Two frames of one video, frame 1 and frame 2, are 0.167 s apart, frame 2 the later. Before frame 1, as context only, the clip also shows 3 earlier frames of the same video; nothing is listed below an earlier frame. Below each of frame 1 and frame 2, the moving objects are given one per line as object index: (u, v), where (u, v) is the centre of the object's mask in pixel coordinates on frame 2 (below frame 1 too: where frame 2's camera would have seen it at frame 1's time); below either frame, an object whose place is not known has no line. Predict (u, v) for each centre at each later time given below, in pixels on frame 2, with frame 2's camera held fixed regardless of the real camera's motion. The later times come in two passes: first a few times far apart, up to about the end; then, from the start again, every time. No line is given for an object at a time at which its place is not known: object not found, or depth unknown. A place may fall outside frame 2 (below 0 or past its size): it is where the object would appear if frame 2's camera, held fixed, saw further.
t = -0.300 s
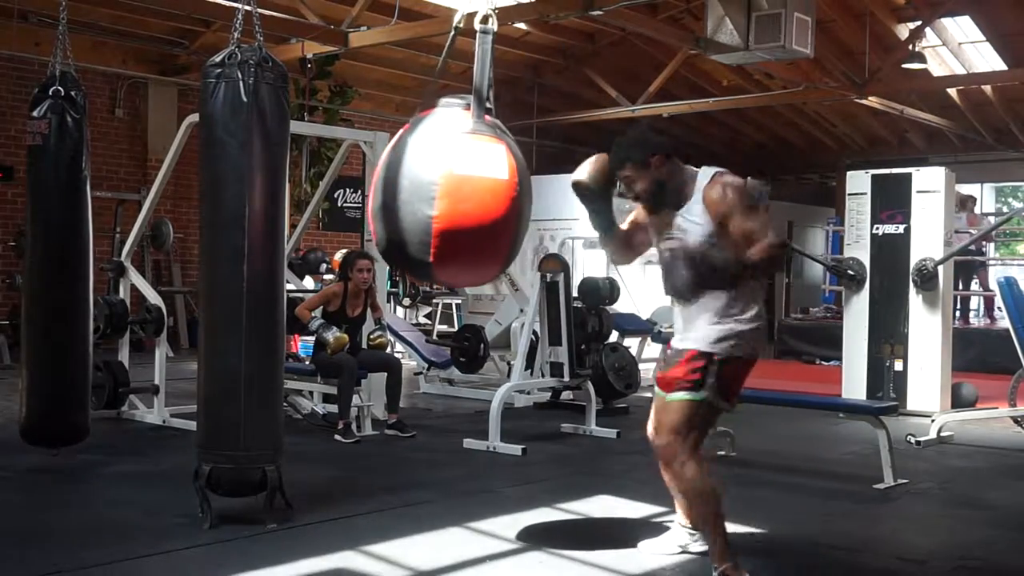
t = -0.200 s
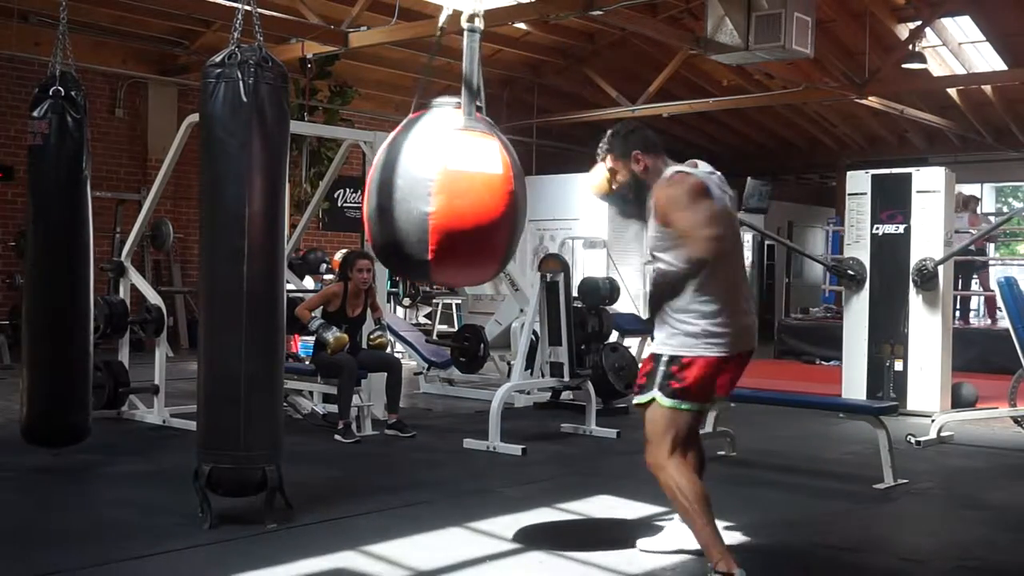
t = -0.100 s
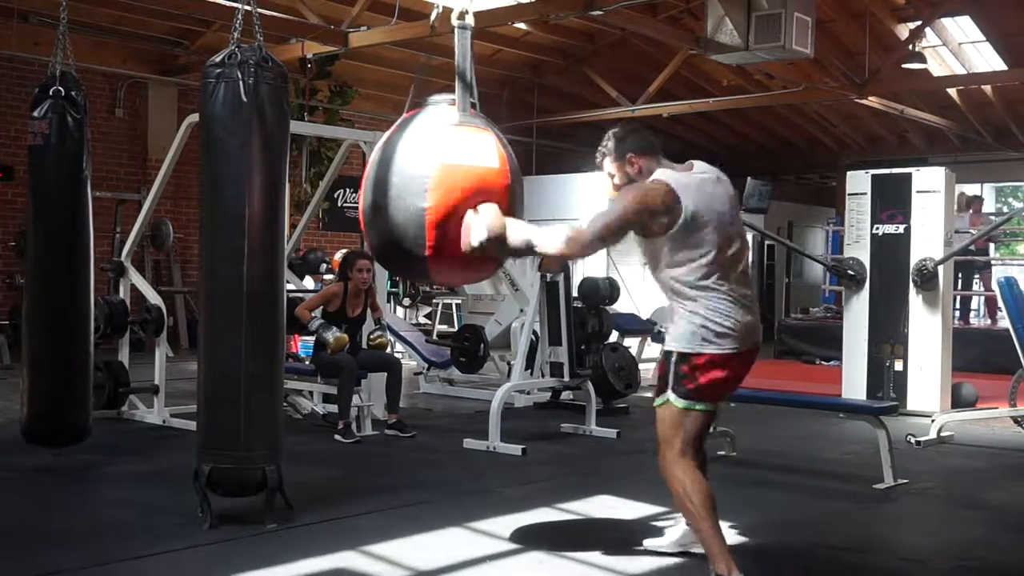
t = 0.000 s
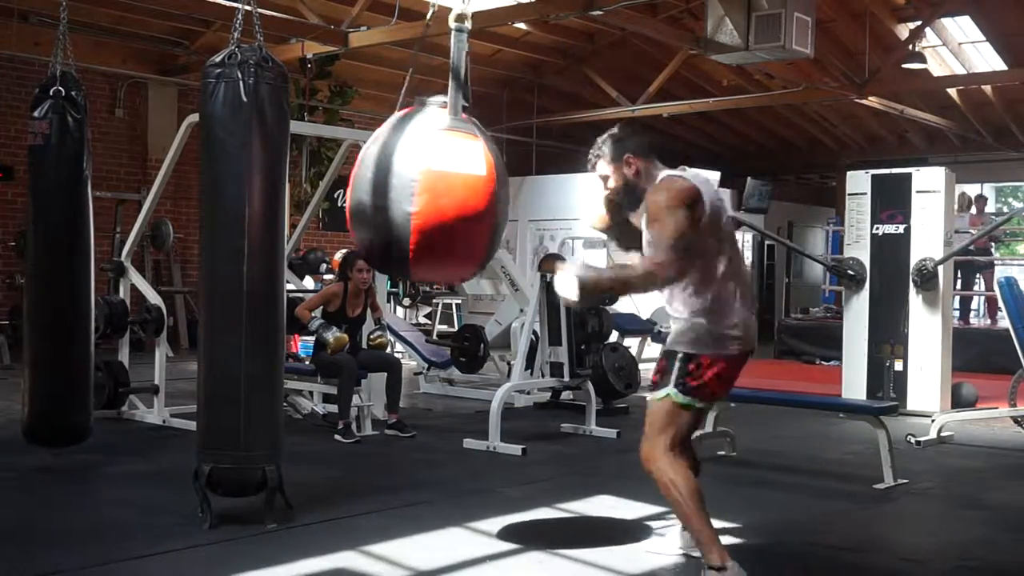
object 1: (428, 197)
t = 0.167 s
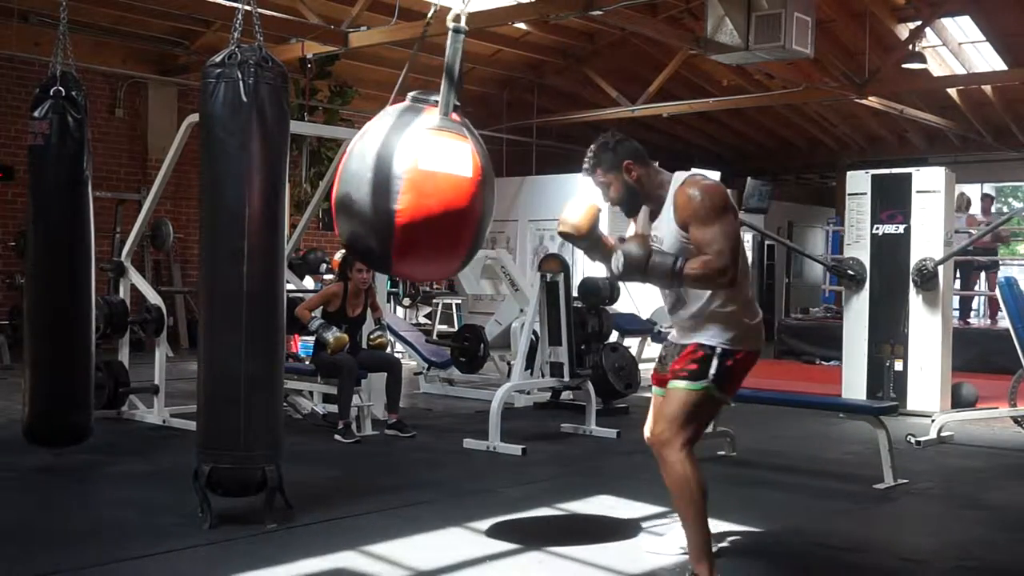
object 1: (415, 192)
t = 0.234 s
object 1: (412, 192)
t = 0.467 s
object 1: (414, 193)
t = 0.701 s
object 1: (437, 198)
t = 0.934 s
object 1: (476, 201)
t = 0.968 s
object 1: (482, 201)
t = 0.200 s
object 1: (413, 192)
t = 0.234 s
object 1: (412, 192)
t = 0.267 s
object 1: (411, 192)
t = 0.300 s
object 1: (410, 192)
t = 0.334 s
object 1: (410, 192)
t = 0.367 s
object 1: (411, 192)
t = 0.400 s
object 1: (411, 192)
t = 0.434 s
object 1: (412, 193)
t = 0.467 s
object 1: (414, 193)
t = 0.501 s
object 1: (416, 193)
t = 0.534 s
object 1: (419, 193)
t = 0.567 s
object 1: (422, 194)
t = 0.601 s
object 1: (425, 194)
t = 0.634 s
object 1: (428, 196)
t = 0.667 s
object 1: (432, 197)
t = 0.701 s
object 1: (437, 198)
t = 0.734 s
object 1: (441, 198)
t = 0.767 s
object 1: (446, 198)
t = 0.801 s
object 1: (452, 199)
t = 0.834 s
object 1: (458, 200)
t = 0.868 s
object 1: (464, 200)
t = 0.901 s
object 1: (470, 201)
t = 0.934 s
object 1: (476, 201)
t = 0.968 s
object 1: (482, 201)
